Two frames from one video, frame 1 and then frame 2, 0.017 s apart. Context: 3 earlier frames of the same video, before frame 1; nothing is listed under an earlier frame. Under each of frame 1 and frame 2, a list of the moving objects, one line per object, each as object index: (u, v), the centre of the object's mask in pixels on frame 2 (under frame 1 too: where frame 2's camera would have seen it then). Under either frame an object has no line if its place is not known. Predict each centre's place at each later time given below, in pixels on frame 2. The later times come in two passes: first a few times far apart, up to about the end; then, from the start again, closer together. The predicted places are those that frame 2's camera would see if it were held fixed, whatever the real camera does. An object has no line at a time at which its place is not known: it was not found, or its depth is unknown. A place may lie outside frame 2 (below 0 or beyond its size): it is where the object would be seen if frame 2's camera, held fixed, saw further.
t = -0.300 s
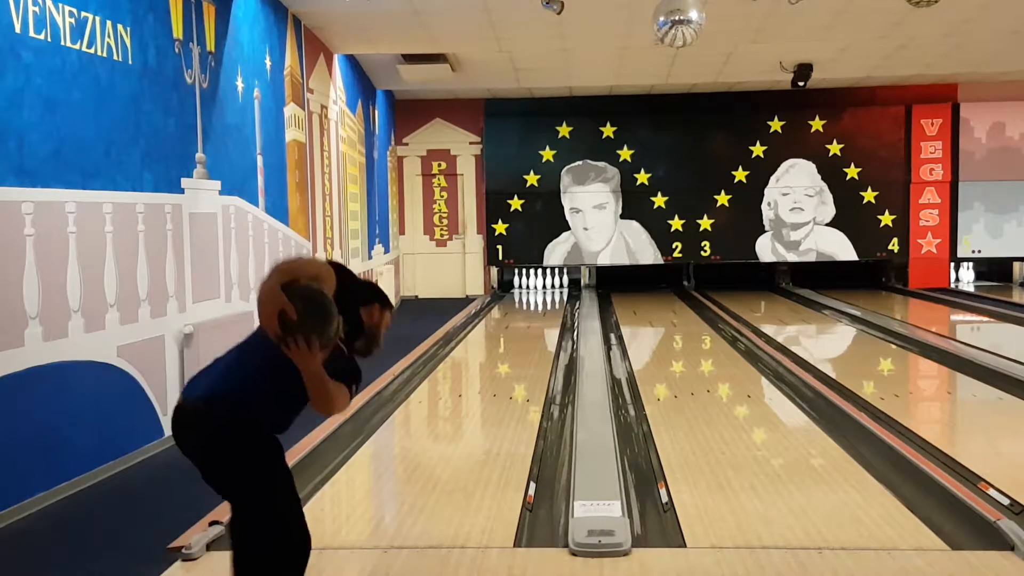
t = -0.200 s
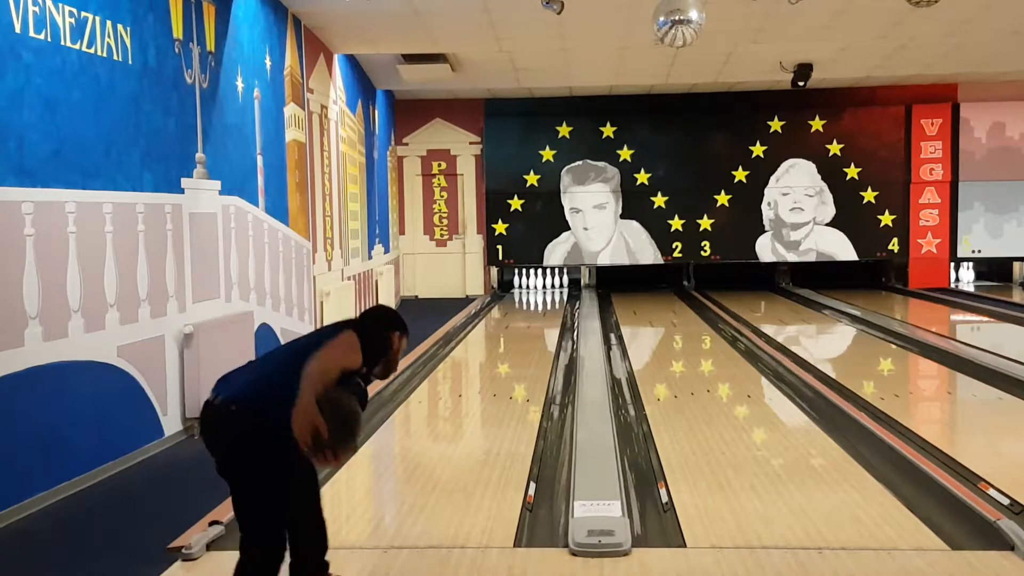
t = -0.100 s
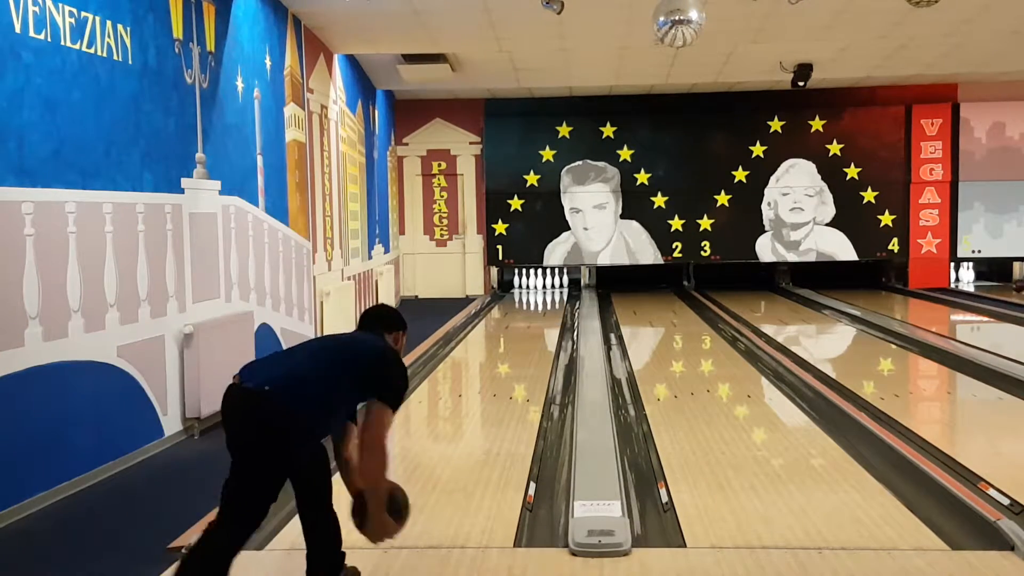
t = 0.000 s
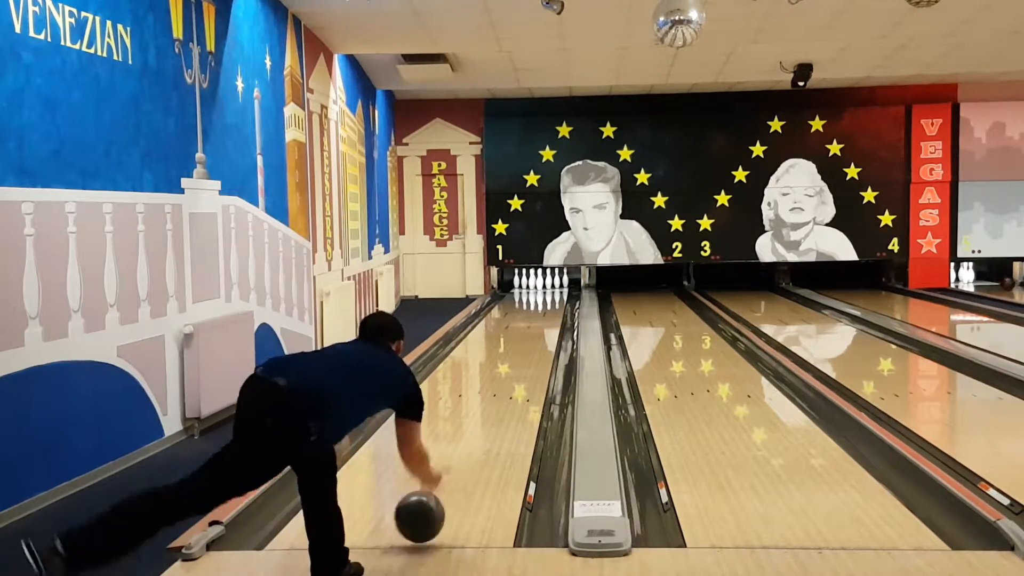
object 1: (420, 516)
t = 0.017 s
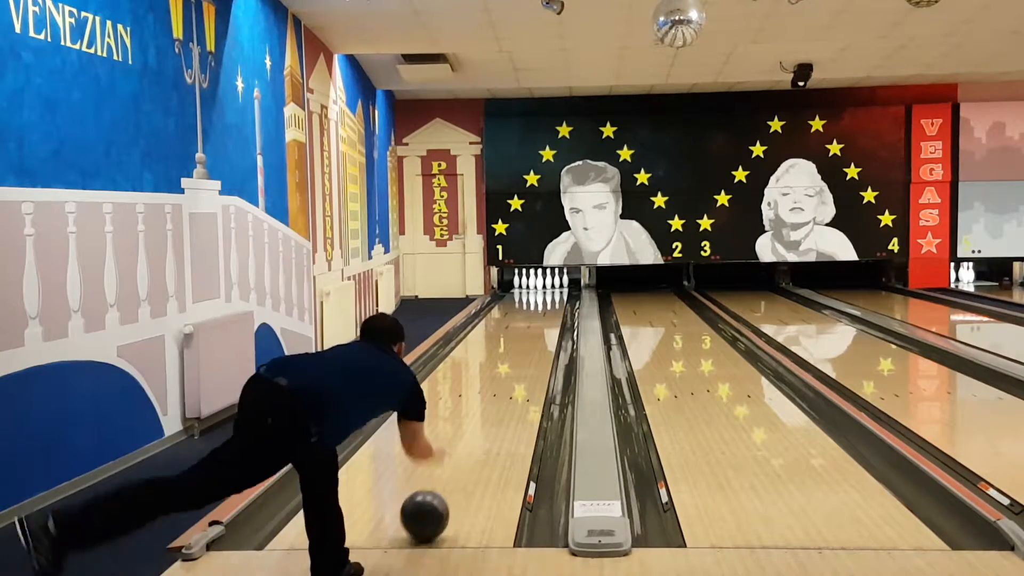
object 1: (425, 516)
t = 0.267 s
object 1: (474, 439)
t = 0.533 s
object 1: (505, 391)
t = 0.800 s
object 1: (524, 361)
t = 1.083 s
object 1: (538, 338)
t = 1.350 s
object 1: (545, 322)
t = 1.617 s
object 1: (550, 310)
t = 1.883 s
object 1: (551, 301)
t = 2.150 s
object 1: (549, 293)
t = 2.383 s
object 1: (547, 288)
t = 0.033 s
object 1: (429, 507)
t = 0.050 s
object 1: (433, 499)
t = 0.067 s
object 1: (437, 492)
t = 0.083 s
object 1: (441, 486)
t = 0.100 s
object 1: (445, 481)
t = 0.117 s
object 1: (448, 477)
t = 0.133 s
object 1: (451, 474)
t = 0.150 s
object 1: (455, 470)
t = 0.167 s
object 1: (458, 464)
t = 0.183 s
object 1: (461, 460)
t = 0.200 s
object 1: (464, 456)
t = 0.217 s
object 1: (467, 451)
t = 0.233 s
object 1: (469, 447)
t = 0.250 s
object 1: (472, 443)
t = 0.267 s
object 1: (474, 439)
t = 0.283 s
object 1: (477, 435)
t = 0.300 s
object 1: (479, 432)
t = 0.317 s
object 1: (482, 428)
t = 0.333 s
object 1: (484, 425)
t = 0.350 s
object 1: (484, 425)
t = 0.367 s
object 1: (481, 428)
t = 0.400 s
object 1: (492, 412)
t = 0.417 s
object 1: (494, 409)
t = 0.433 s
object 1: (495, 406)
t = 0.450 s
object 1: (497, 404)
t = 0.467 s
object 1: (499, 401)
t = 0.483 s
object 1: (500, 399)
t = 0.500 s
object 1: (502, 396)
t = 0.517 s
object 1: (503, 394)
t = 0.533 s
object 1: (505, 391)
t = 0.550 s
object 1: (506, 389)
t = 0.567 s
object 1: (508, 387)
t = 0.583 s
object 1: (509, 385)
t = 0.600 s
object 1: (511, 383)
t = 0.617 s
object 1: (512, 381)
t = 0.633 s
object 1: (513, 379)
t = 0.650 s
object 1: (514, 376)
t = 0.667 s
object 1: (516, 374)
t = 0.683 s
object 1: (517, 373)
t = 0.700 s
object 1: (518, 371)
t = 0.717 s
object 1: (519, 369)
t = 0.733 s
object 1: (520, 367)
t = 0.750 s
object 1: (521, 365)
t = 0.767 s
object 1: (522, 364)
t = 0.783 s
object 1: (523, 362)
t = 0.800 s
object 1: (524, 361)
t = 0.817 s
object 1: (525, 359)
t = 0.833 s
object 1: (526, 358)
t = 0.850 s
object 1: (527, 356)
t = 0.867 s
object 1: (528, 355)
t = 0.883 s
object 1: (529, 353)
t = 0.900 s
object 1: (530, 352)
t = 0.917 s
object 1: (530, 351)
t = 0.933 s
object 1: (531, 350)
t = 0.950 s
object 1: (532, 348)
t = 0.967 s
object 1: (533, 346)
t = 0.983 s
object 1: (533, 345)
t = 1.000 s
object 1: (534, 344)
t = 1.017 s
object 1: (535, 343)
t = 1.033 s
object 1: (536, 342)
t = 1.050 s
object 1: (536, 341)
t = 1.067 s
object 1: (537, 339)
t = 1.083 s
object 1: (538, 338)
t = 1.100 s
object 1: (538, 337)
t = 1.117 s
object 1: (539, 336)
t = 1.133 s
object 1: (539, 335)
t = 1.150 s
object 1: (540, 334)
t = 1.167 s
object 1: (540, 332)
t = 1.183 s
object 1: (541, 332)
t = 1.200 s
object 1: (541, 331)
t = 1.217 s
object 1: (542, 330)
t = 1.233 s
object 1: (542, 329)
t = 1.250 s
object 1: (543, 327)
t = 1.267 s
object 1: (543, 327)
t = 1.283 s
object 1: (544, 326)
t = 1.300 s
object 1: (544, 325)
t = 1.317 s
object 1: (544, 324)
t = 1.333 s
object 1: (545, 324)
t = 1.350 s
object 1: (545, 322)
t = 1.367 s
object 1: (545, 322)
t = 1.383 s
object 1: (546, 321)
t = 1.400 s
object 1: (546, 320)
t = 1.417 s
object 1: (547, 319)
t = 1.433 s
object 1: (547, 319)
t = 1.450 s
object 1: (547, 318)
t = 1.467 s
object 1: (547, 317)
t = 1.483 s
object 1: (548, 316)
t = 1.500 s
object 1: (548, 315)
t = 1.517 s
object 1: (549, 314)
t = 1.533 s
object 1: (548, 314)
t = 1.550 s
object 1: (549, 313)
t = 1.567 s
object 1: (549, 312)
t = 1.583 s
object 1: (549, 312)
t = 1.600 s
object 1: (549, 311)
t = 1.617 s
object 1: (550, 310)
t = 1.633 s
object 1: (550, 310)
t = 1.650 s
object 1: (550, 309)
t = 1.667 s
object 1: (550, 308)
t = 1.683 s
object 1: (550, 307)
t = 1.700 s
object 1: (550, 307)
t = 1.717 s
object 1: (550, 306)
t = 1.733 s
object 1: (550, 306)
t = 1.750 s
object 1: (550, 305)
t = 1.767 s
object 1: (550, 305)
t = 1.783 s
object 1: (550, 304)
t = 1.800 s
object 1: (550, 303)
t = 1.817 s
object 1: (550, 303)
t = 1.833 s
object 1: (550, 302)
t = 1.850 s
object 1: (550, 302)
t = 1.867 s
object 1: (550, 301)
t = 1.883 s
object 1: (551, 301)
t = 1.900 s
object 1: (551, 300)
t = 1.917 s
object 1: (551, 299)
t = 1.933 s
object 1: (551, 299)
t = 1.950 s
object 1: (550, 299)
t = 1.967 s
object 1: (550, 298)
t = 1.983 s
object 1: (550, 298)
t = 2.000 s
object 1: (550, 297)
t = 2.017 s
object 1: (550, 297)
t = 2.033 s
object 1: (550, 296)
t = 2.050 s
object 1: (550, 296)
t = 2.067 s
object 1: (550, 296)
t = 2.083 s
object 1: (550, 295)
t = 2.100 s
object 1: (550, 295)
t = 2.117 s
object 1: (550, 294)
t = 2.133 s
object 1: (550, 294)
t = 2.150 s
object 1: (549, 293)
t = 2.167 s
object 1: (549, 293)
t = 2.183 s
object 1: (549, 292)
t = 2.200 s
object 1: (549, 292)
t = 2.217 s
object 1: (549, 291)
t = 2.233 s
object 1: (549, 291)
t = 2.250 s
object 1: (549, 291)
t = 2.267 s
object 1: (548, 290)
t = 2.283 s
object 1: (548, 290)
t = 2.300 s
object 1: (548, 289)
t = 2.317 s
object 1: (548, 289)
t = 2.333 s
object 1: (548, 289)
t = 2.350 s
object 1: (548, 288)
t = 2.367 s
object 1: (547, 288)
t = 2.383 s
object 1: (547, 288)
